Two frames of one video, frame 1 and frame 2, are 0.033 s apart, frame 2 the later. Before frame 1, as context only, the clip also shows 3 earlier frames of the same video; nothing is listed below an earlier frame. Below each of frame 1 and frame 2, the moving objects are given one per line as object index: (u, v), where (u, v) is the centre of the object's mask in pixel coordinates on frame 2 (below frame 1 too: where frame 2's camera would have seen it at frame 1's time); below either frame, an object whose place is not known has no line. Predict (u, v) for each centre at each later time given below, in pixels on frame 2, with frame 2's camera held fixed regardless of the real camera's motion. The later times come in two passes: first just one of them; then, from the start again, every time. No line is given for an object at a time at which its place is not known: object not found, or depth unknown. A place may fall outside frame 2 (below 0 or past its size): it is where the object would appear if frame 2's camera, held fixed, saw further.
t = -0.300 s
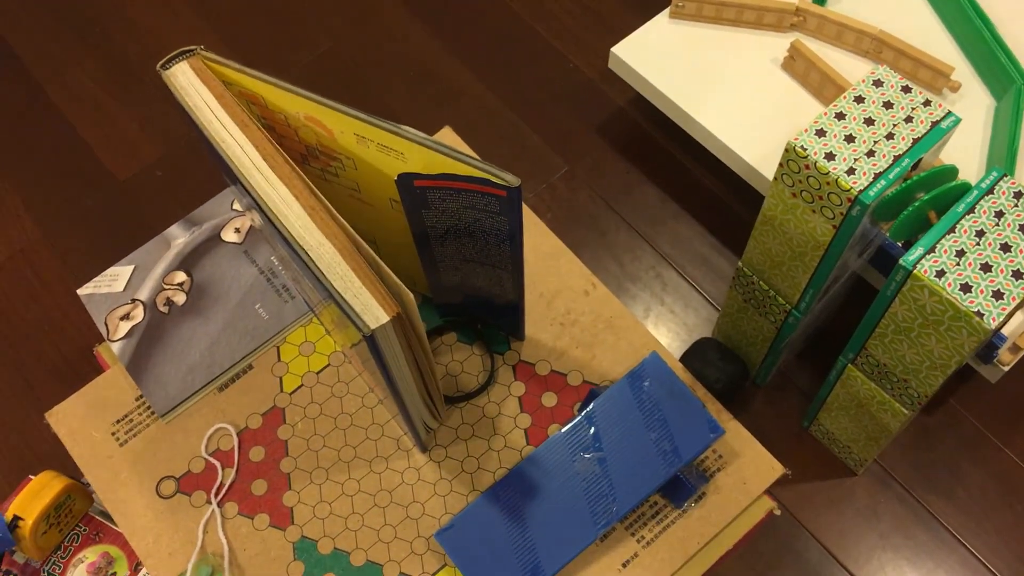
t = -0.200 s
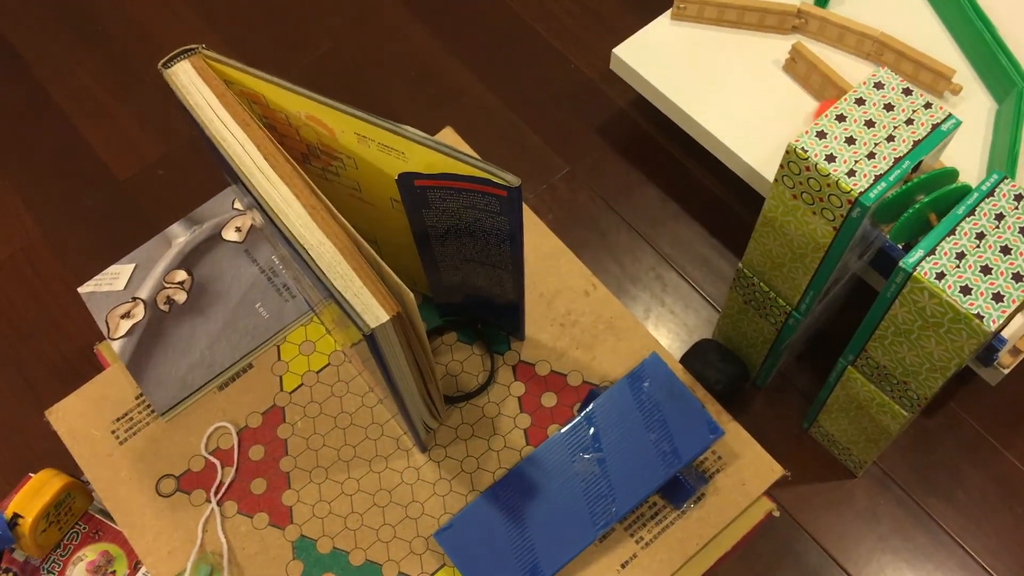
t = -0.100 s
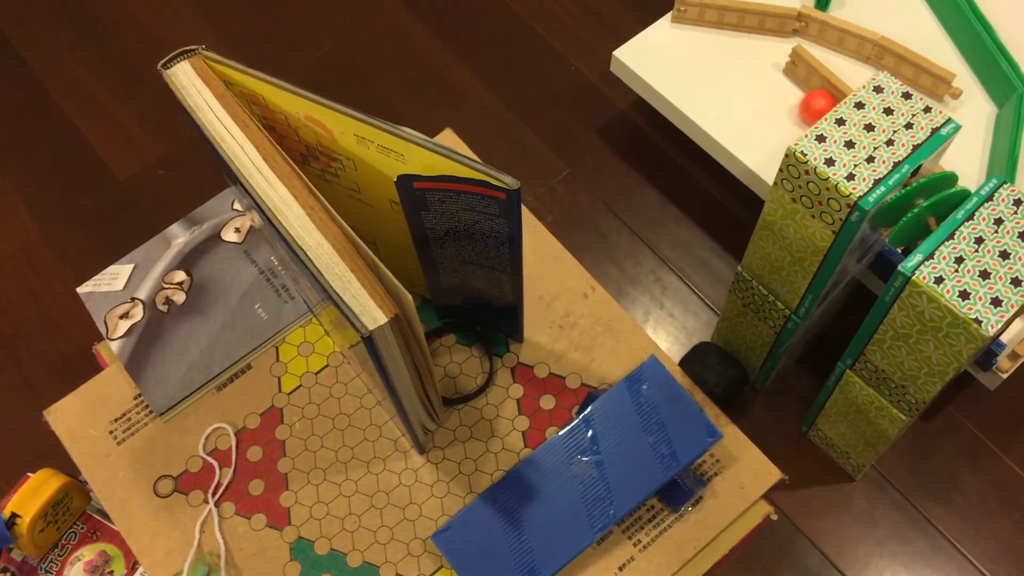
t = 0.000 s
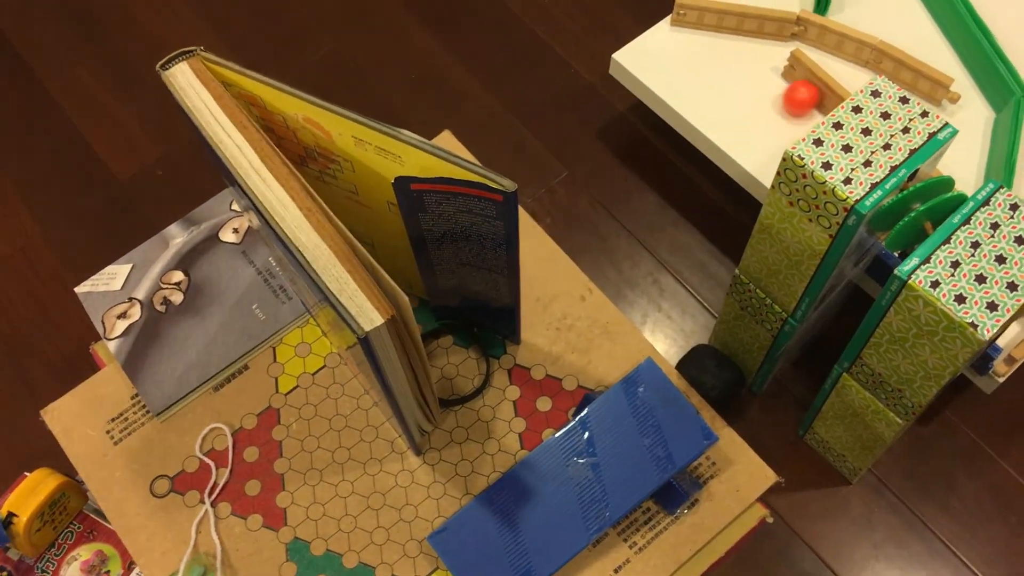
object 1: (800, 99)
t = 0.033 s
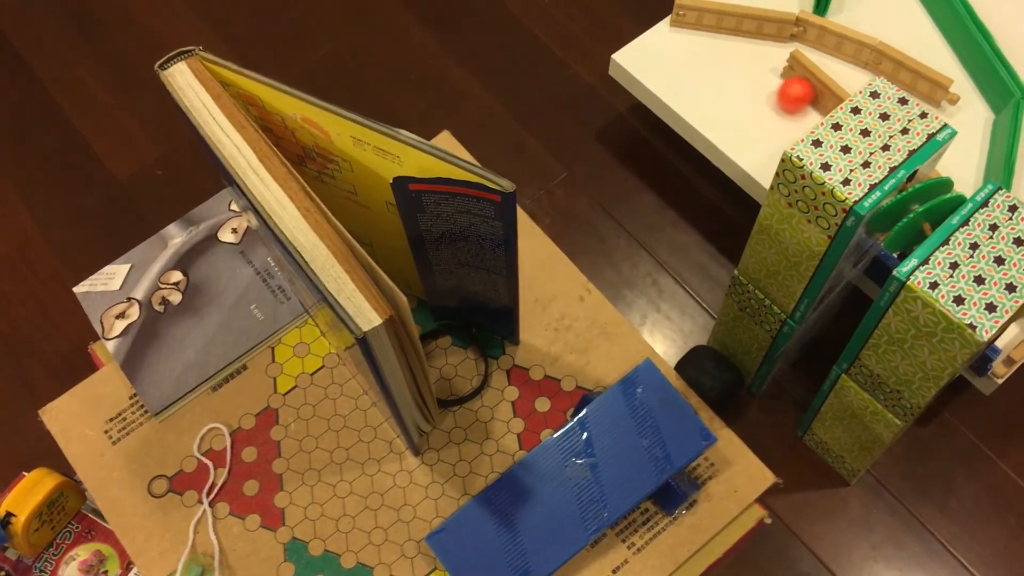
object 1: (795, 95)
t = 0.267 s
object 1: (761, 63)
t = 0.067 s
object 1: (790, 91)
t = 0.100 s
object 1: (785, 86)
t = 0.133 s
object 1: (780, 82)
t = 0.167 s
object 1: (775, 77)
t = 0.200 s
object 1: (770, 73)
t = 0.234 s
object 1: (765, 68)
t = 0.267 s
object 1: (761, 63)
